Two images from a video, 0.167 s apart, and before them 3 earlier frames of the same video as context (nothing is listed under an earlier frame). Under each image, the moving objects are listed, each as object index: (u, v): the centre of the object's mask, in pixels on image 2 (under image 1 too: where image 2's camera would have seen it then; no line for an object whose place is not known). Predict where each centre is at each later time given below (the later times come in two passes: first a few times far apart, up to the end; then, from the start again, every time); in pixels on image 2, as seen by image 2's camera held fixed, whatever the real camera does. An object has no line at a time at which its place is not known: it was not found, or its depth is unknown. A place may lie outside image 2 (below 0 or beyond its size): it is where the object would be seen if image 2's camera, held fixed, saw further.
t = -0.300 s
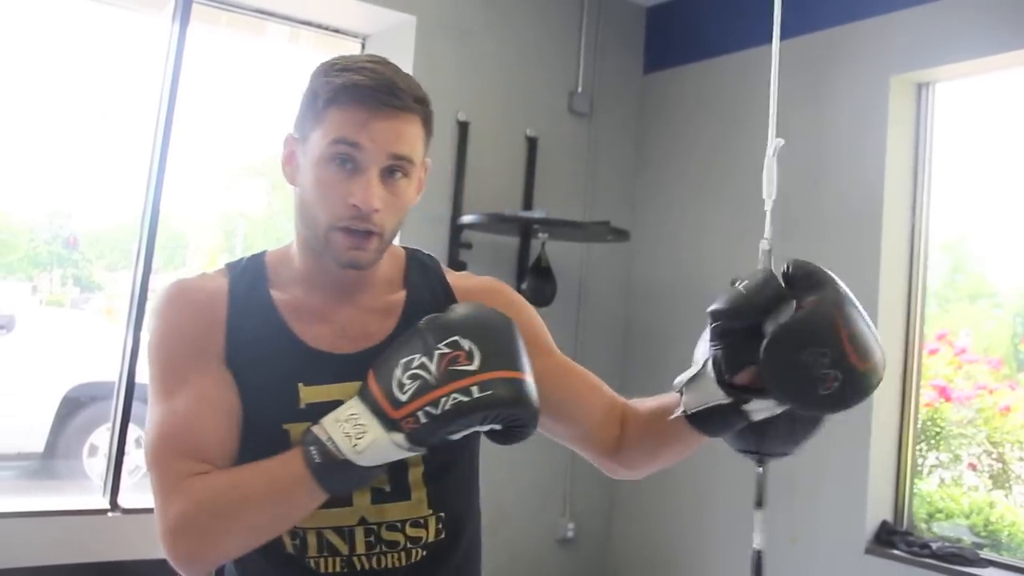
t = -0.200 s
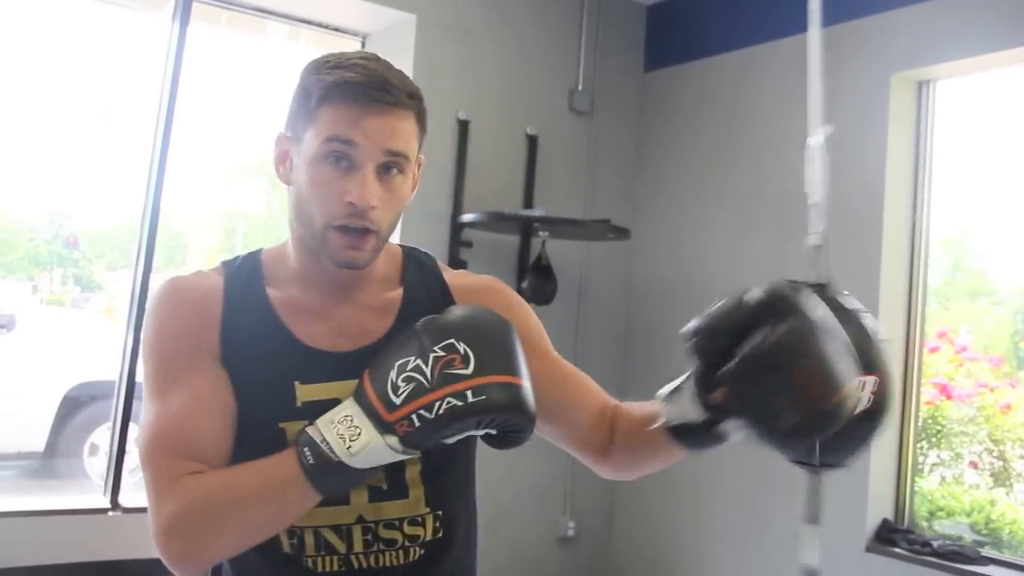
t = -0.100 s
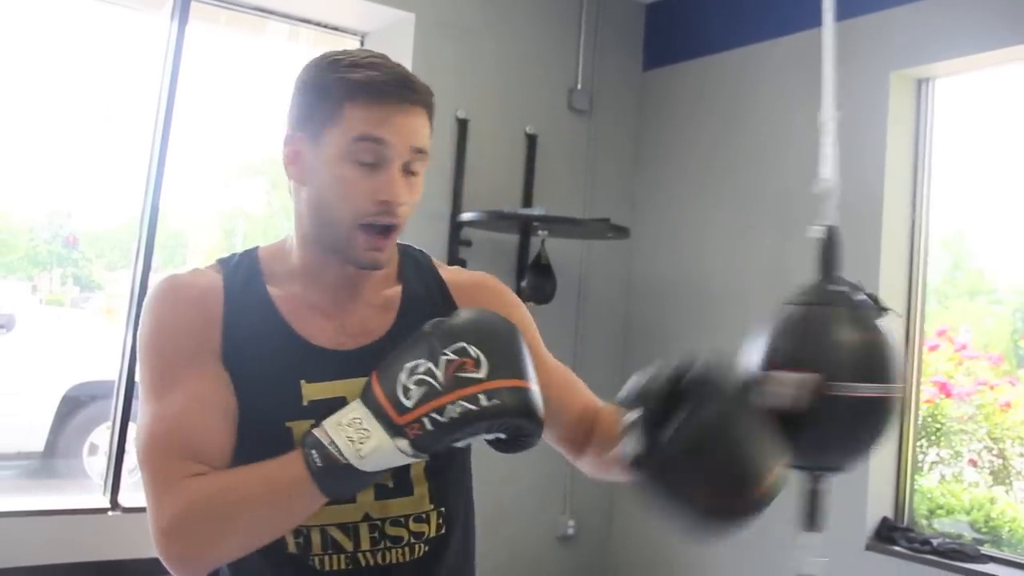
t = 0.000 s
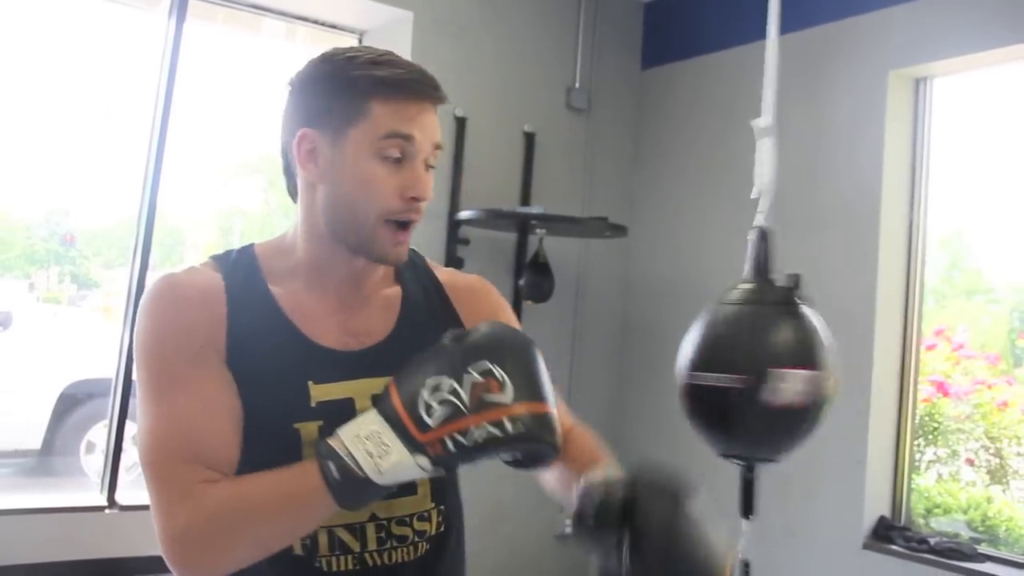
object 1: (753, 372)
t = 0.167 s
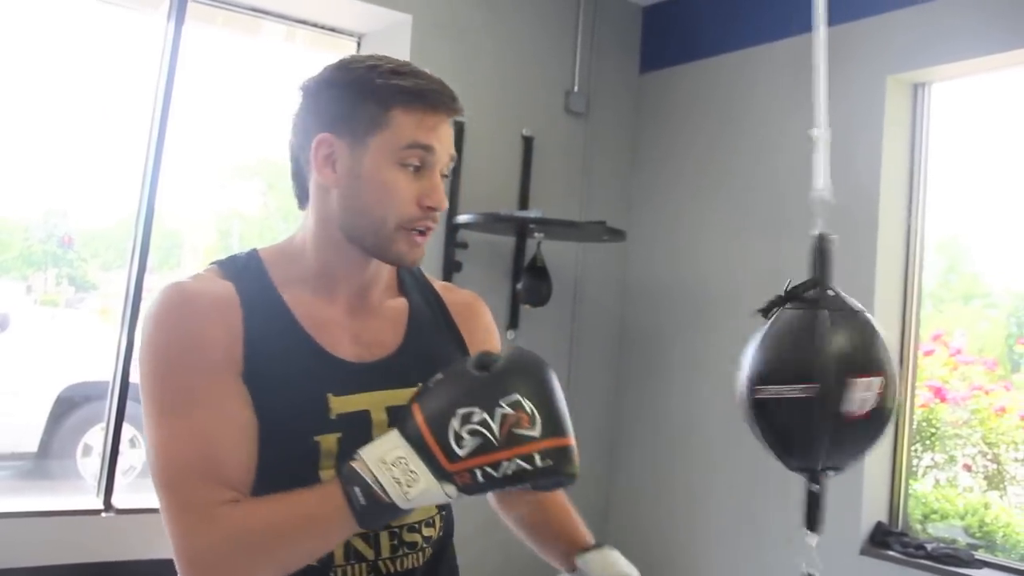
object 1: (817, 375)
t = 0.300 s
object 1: (771, 374)
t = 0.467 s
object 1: (802, 376)
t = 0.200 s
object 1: (821, 376)
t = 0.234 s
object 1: (812, 377)
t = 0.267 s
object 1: (791, 376)
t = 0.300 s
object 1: (771, 374)
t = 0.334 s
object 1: (758, 376)
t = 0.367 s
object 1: (755, 375)
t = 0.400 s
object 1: (764, 374)
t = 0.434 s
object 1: (781, 376)
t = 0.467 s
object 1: (802, 376)
